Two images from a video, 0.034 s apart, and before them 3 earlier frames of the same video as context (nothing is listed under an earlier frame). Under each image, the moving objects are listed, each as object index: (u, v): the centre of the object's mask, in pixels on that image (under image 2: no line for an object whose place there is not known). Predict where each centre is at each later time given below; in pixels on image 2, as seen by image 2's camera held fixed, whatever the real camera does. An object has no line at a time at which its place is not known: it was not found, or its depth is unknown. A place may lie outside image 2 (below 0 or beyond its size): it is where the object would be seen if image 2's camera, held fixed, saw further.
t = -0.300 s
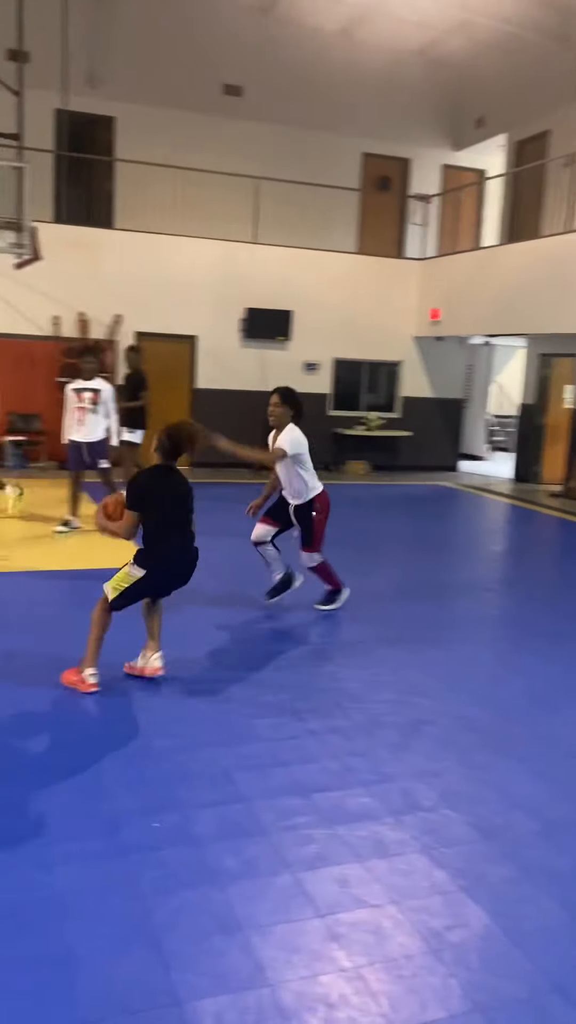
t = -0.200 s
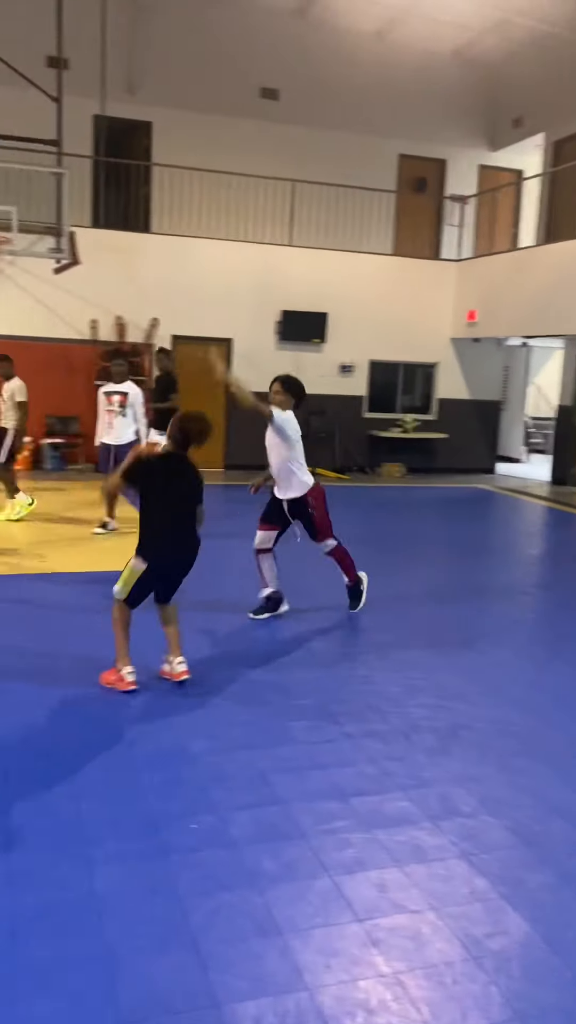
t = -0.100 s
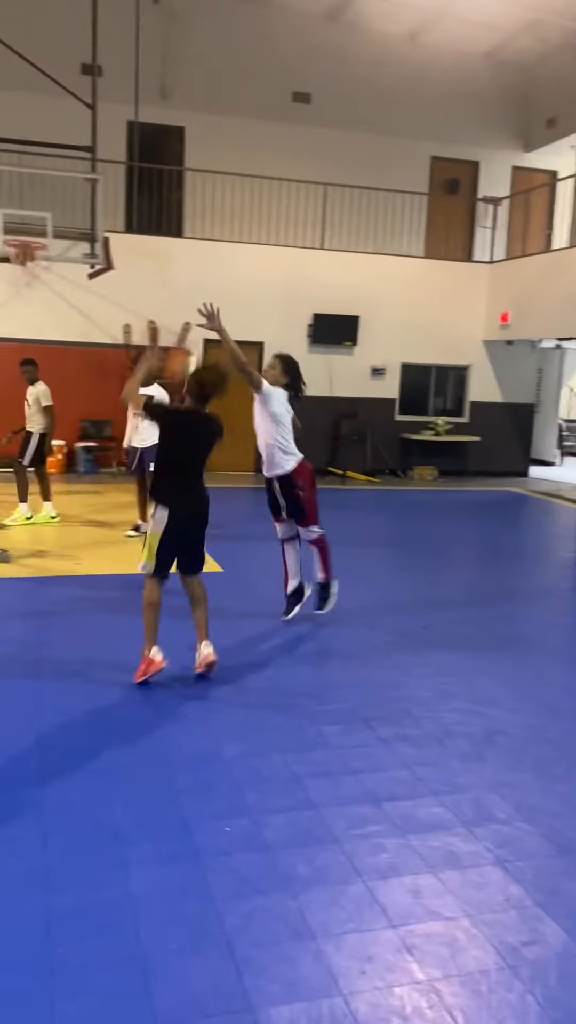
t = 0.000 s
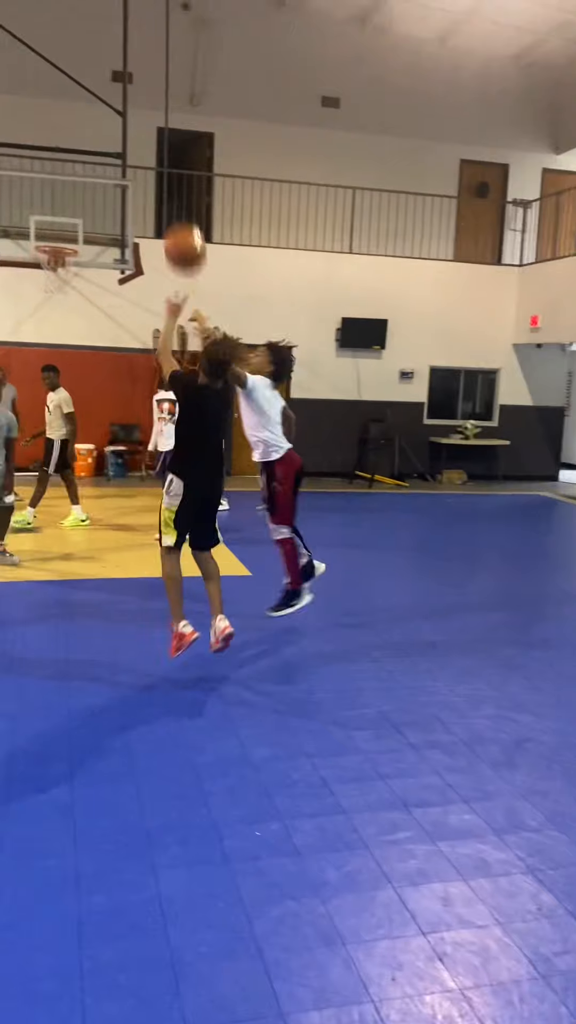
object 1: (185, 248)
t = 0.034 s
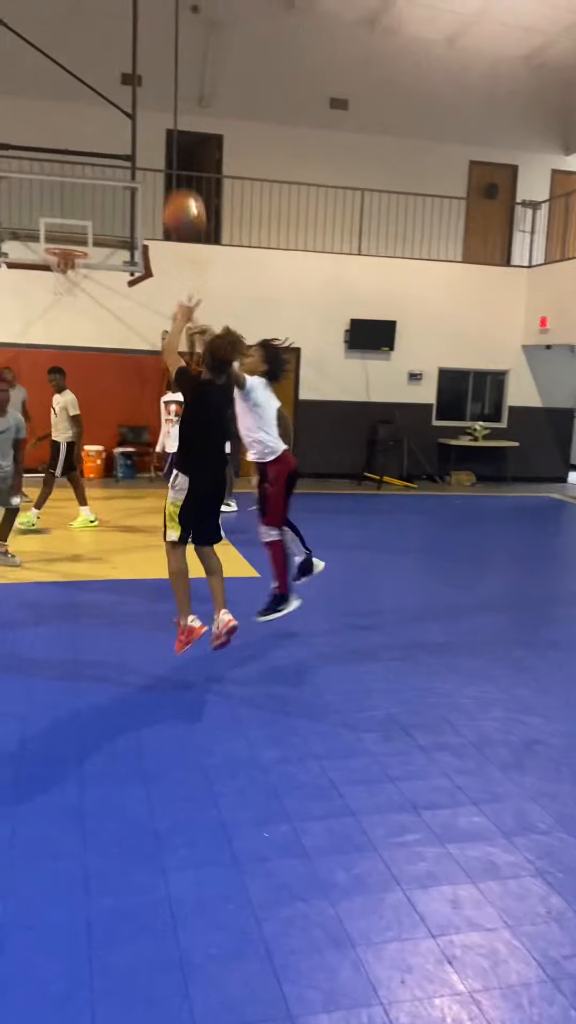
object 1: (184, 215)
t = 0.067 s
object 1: (176, 180)
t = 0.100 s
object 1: (167, 152)
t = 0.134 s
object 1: (158, 125)
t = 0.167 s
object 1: (150, 100)
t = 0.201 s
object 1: (142, 78)
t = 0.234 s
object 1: (134, 61)
